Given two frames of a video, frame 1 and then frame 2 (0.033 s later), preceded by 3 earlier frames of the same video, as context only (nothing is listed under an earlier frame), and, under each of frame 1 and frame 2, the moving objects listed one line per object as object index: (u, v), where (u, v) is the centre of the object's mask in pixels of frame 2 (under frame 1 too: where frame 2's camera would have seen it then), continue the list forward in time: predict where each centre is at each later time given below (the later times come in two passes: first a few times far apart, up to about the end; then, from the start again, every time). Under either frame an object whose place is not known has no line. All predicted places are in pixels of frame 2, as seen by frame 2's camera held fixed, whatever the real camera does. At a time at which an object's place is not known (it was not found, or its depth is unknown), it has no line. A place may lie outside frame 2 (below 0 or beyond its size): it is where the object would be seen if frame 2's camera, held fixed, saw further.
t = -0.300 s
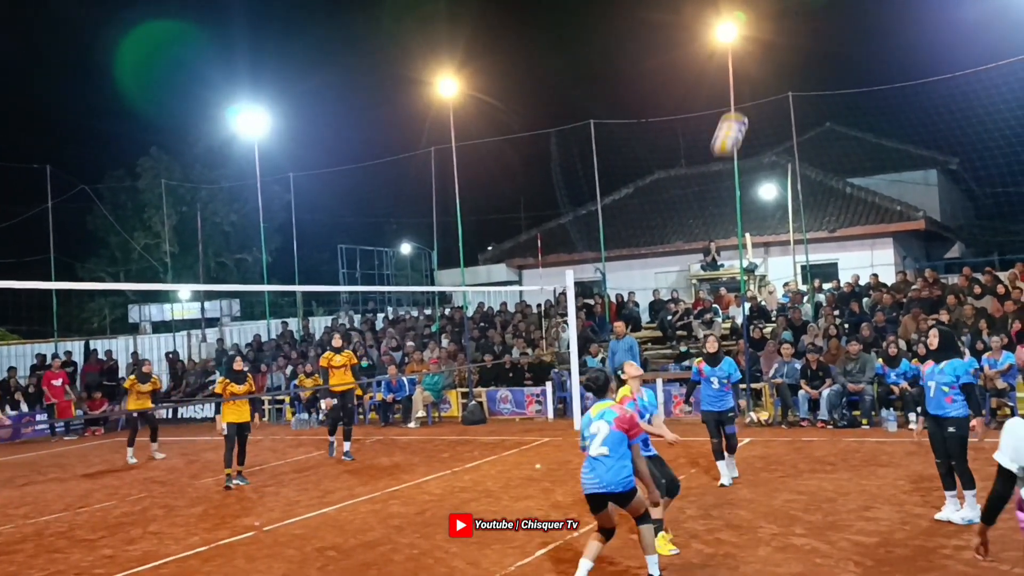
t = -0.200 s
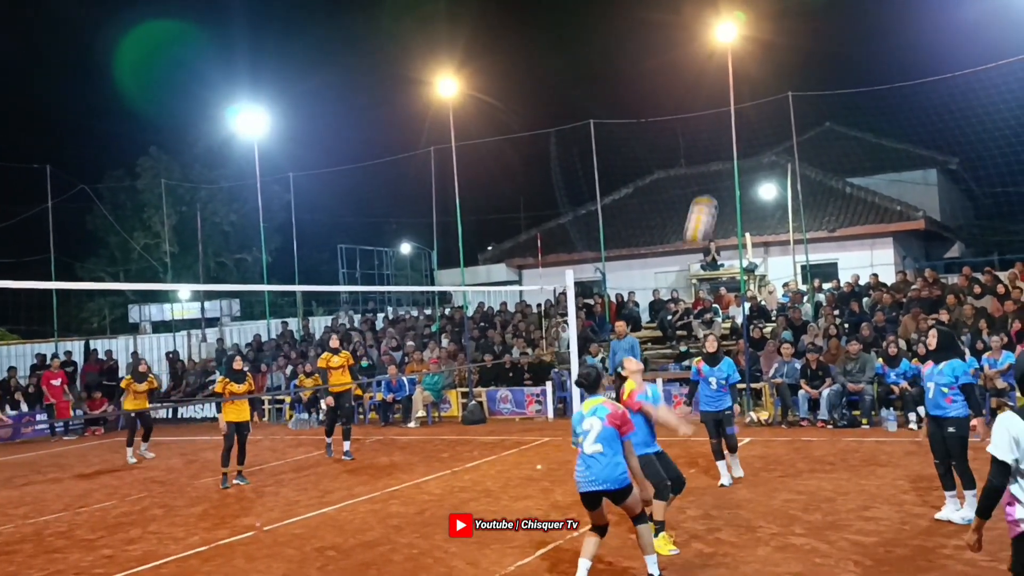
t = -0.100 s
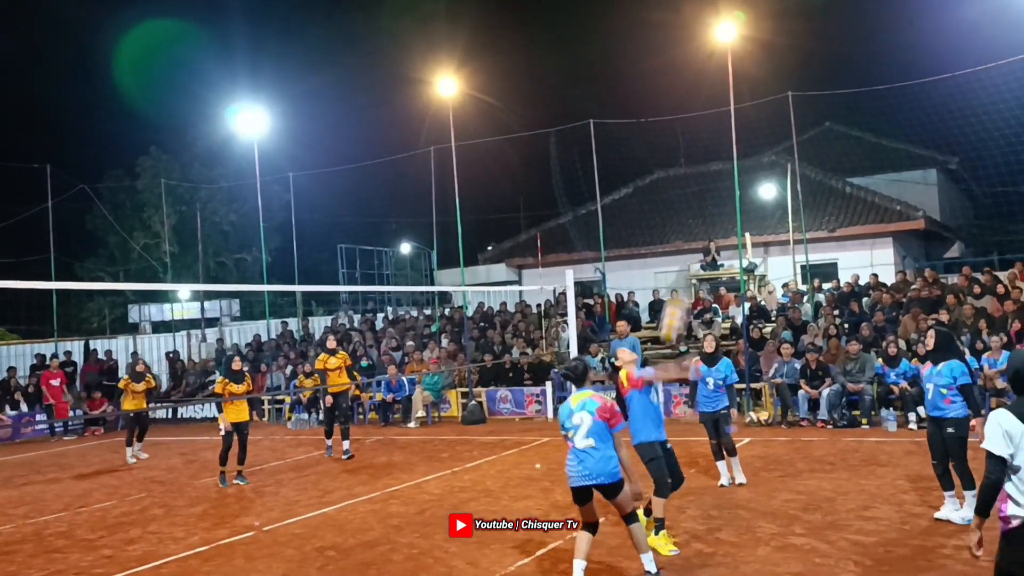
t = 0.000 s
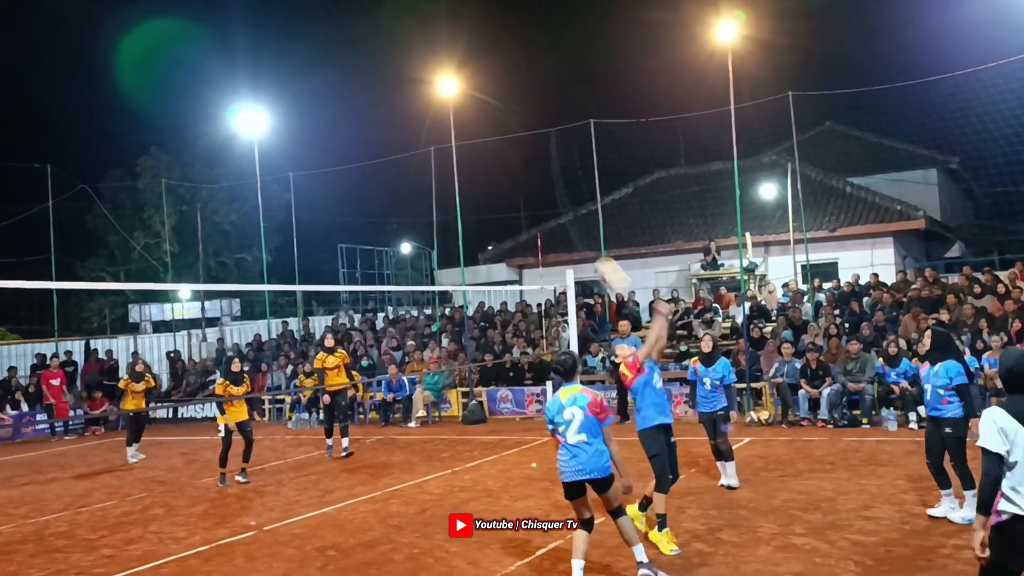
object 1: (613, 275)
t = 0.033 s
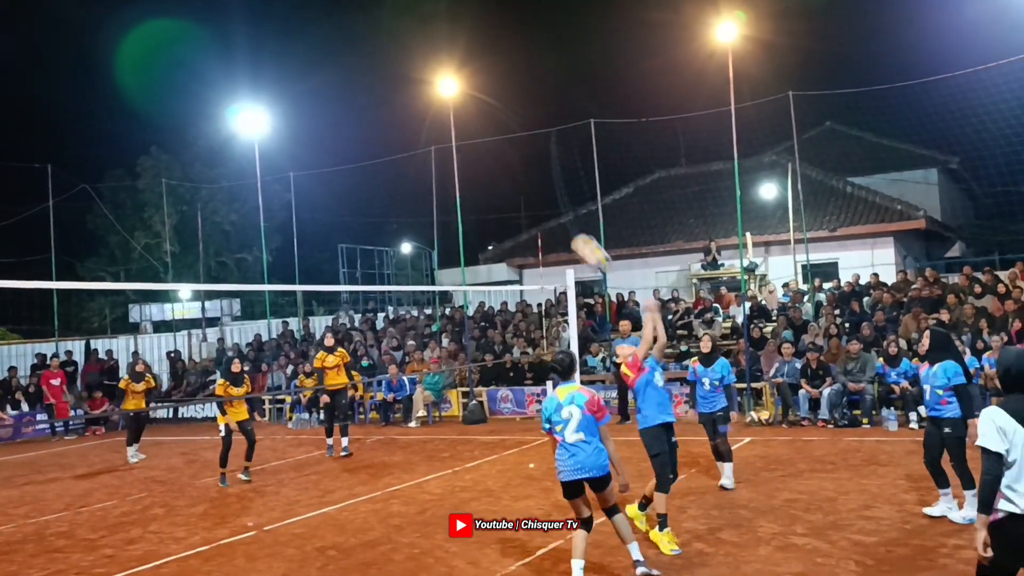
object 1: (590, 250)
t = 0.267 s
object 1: (450, 138)
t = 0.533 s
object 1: (327, 102)
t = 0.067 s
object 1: (570, 233)
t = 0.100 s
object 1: (548, 212)
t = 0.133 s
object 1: (527, 194)
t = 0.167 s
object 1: (507, 178)
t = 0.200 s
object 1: (488, 163)
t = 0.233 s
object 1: (469, 150)
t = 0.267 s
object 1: (450, 138)
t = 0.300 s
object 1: (433, 130)
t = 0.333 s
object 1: (417, 122)
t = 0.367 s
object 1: (400, 115)
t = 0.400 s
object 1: (385, 110)
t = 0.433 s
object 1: (370, 106)
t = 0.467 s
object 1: (355, 103)
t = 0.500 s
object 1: (341, 102)
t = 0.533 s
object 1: (327, 102)
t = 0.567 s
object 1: (313, 102)
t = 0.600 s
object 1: (300, 104)
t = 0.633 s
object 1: (288, 107)
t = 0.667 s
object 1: (278, 110)
